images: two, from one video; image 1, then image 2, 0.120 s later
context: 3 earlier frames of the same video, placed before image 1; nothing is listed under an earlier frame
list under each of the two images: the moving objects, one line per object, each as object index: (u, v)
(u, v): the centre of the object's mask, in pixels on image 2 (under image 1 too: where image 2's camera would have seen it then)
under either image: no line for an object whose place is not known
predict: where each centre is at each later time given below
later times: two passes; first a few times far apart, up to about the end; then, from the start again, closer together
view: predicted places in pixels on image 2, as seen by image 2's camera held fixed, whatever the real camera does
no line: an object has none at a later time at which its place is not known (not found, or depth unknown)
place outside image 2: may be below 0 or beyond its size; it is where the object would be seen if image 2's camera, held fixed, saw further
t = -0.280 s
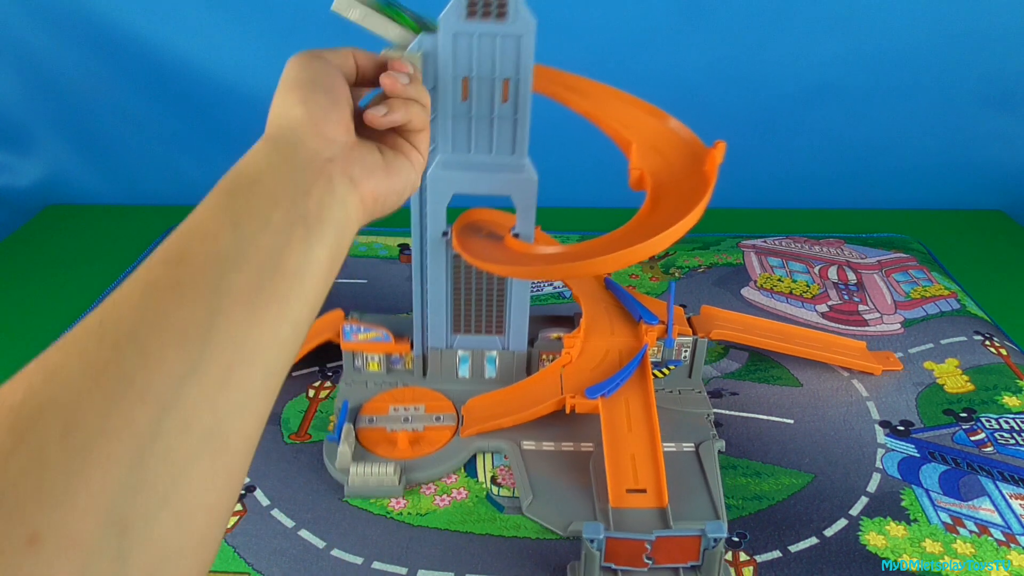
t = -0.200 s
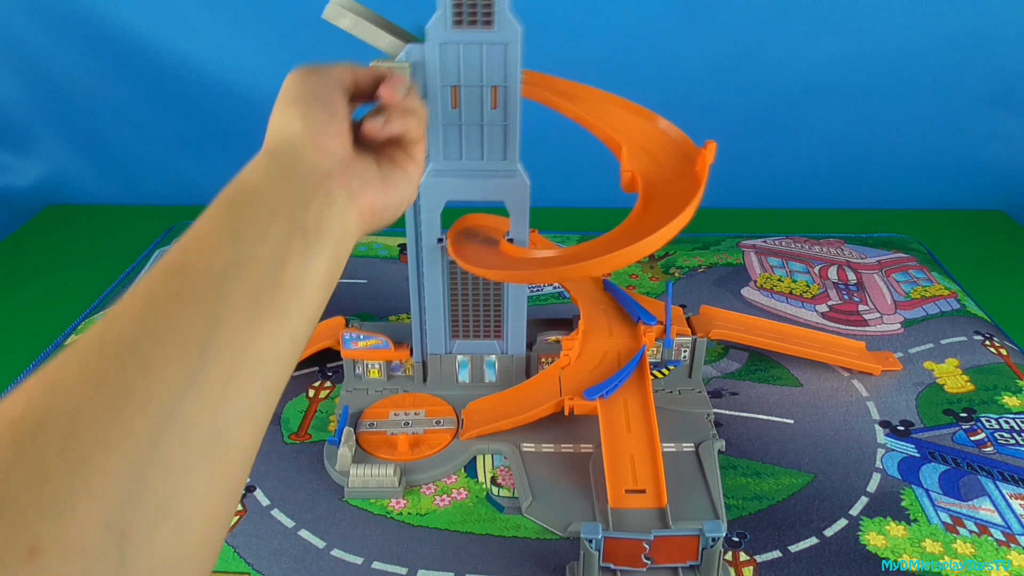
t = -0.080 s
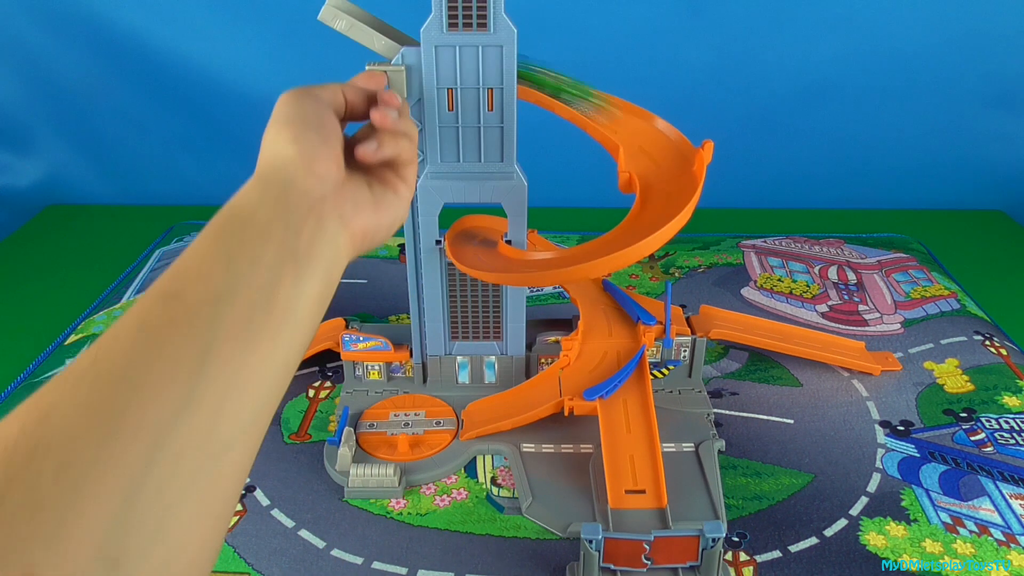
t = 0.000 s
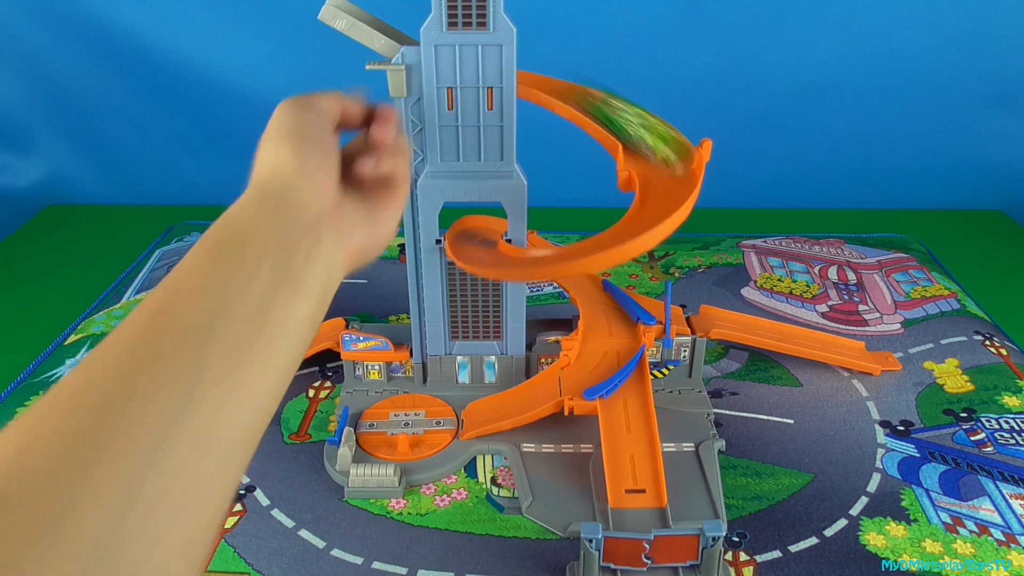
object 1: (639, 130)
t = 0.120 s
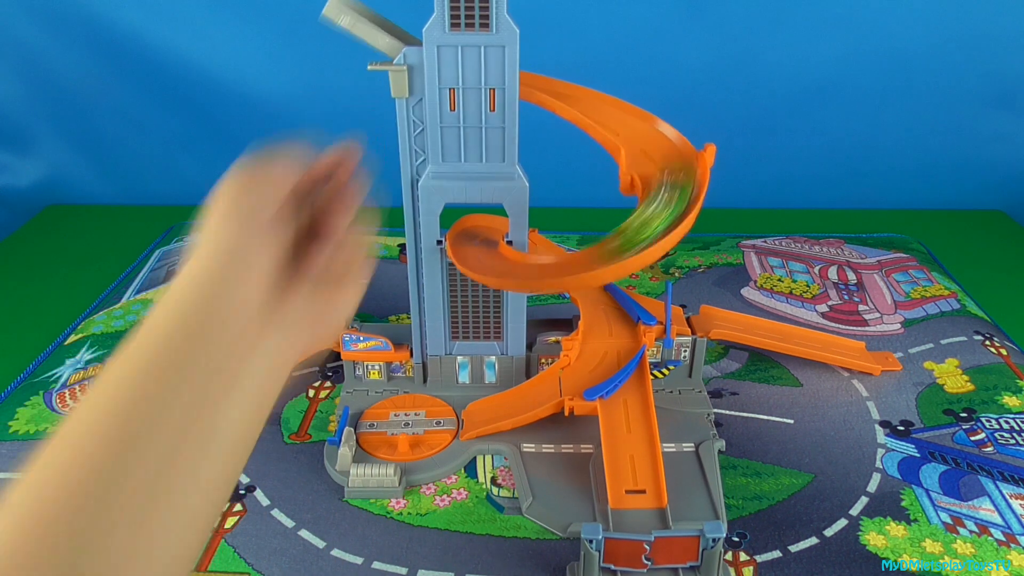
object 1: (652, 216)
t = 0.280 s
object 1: (485, 252)
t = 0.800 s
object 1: (416, 416)
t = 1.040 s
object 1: (463, 412)
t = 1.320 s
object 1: (443, 415)
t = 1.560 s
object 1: (400, 416)
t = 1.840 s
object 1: (401, 416)
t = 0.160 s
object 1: (618, 243)
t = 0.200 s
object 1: (562, 261)
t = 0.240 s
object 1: (514, 261)
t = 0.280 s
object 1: (485, 252)
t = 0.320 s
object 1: (473, 238)
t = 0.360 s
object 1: (477, 231)
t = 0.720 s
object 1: (511, 401)
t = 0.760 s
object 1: (466, 411)
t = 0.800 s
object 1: (416, 416)
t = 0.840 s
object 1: (394, 415)
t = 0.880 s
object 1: (411, 415)
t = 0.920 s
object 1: (431, 416)
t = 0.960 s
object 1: (444, 414)
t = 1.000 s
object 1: (454, 413)
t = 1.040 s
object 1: (463, 412)
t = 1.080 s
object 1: (466, 412)
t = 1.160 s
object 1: (464, 412)
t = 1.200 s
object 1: (460, 413)
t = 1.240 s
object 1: (455, 413)
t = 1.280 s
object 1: (449, 414)
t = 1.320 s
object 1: (443, 415)
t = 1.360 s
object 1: (432, 415)
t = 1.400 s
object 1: (423, 415)
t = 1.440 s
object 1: (414, 416)
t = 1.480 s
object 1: (405, 416)
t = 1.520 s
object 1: (401, 416)
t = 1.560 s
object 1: (400, 416)
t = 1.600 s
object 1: (401, 416)
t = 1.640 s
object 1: (401, 416)
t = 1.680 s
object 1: (401, 416)
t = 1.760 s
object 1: (401, 416)
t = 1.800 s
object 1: (401, 416)
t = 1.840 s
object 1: (401, 416)
